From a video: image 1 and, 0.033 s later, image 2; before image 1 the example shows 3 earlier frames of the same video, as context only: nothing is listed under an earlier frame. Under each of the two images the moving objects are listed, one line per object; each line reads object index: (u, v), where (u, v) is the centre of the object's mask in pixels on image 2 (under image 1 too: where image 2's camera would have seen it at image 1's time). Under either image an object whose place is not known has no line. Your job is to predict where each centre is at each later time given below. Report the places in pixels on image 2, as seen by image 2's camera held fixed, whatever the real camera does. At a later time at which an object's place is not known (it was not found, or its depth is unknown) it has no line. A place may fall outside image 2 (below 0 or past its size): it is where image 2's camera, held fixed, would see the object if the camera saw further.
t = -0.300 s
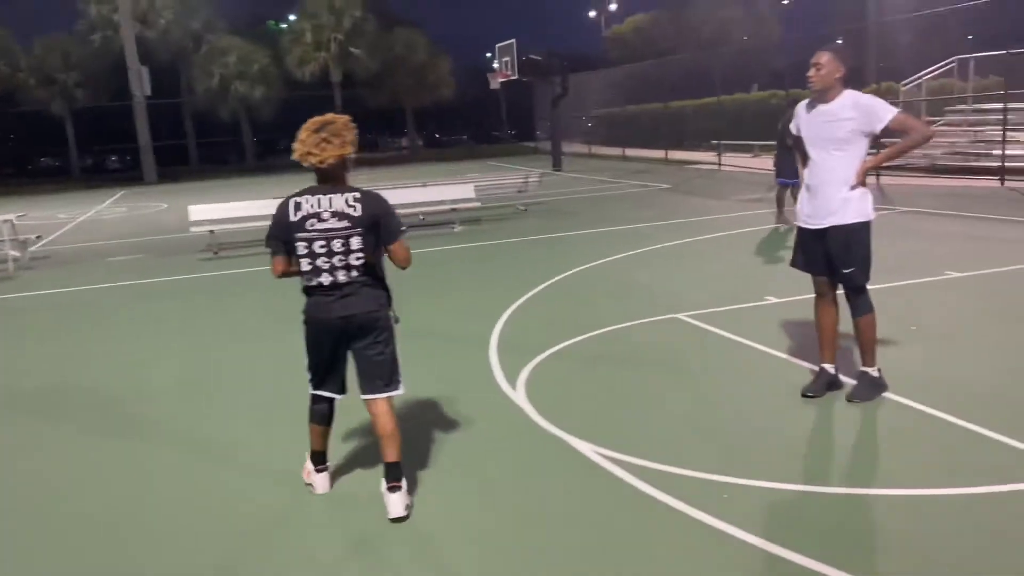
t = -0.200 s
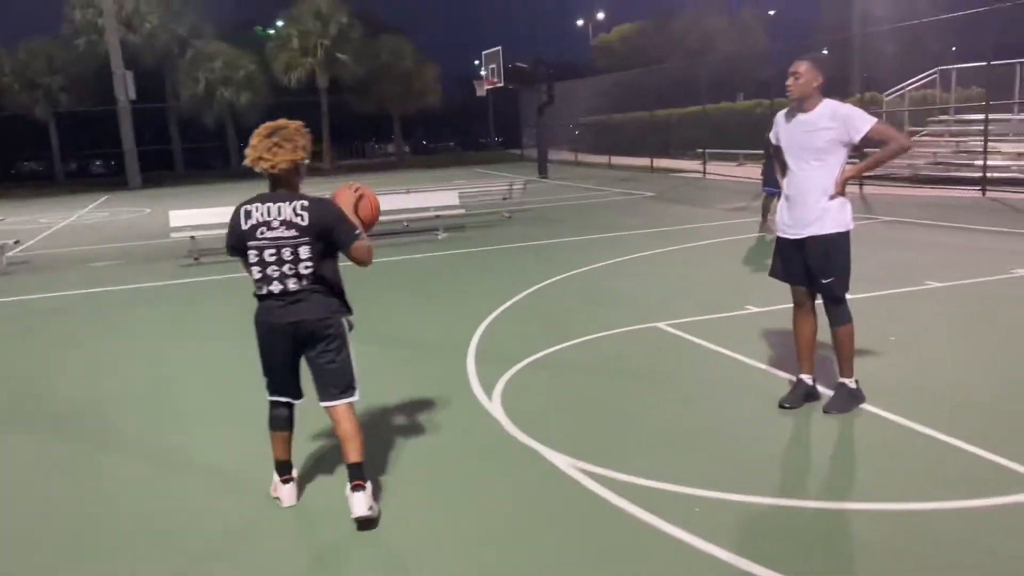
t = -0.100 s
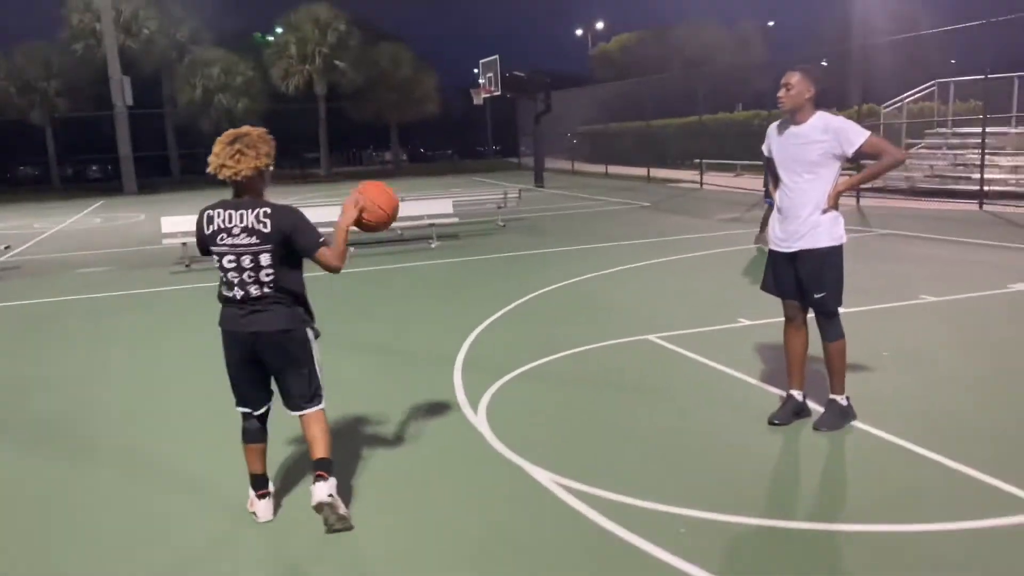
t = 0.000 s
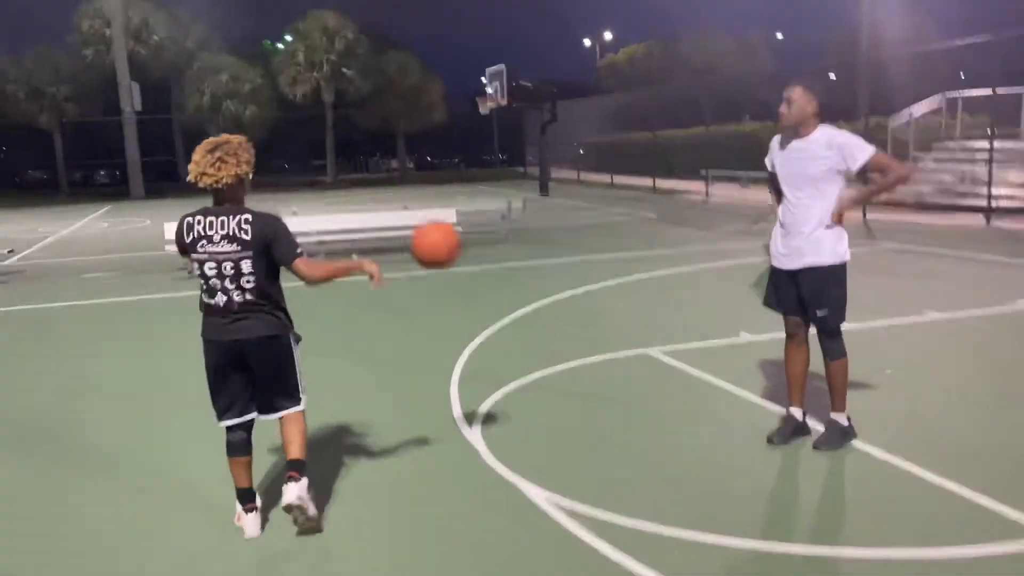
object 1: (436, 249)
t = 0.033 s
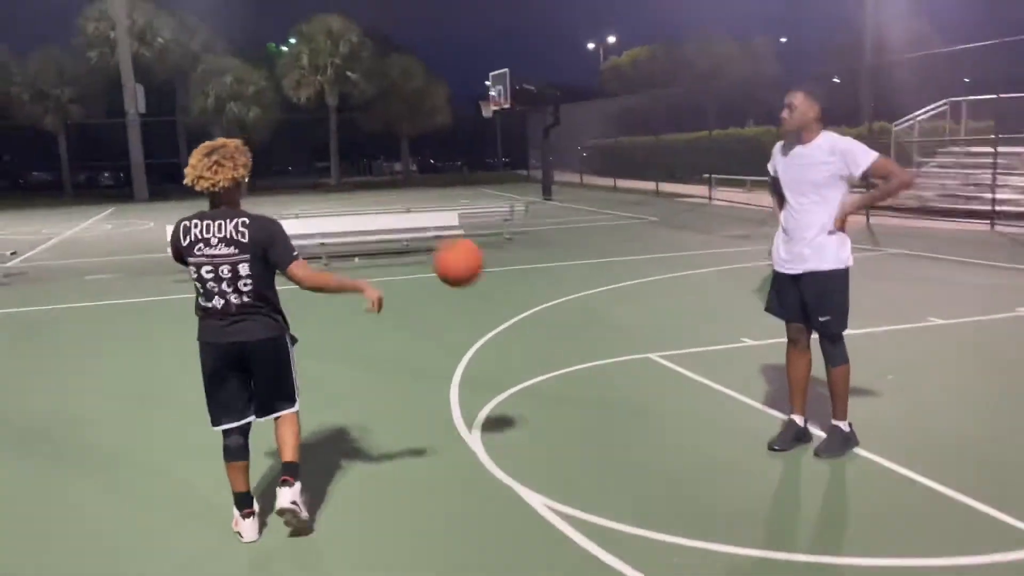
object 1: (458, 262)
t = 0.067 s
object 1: (481, 278)
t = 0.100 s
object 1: (501, 295)
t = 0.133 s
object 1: (523, 315)
